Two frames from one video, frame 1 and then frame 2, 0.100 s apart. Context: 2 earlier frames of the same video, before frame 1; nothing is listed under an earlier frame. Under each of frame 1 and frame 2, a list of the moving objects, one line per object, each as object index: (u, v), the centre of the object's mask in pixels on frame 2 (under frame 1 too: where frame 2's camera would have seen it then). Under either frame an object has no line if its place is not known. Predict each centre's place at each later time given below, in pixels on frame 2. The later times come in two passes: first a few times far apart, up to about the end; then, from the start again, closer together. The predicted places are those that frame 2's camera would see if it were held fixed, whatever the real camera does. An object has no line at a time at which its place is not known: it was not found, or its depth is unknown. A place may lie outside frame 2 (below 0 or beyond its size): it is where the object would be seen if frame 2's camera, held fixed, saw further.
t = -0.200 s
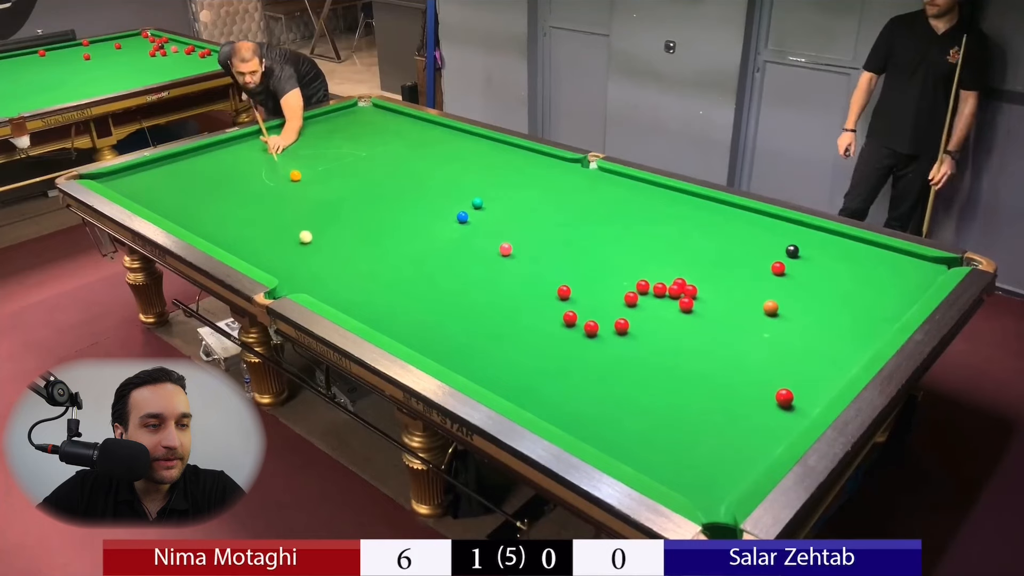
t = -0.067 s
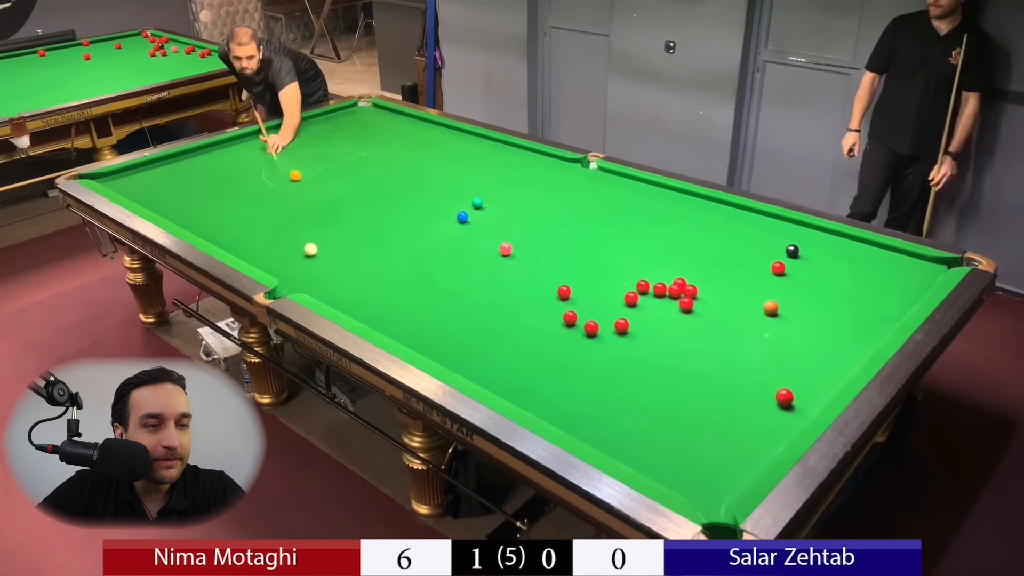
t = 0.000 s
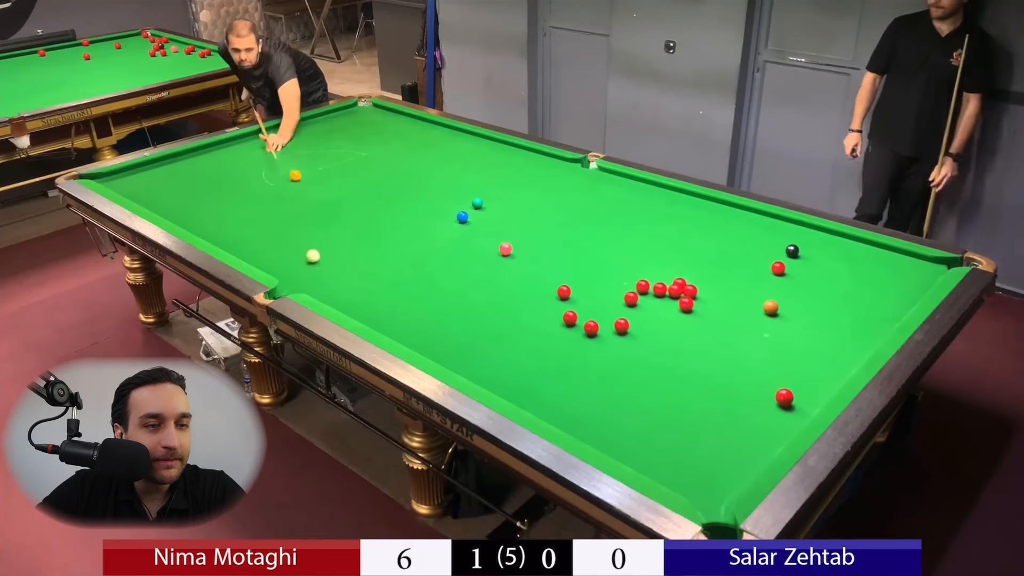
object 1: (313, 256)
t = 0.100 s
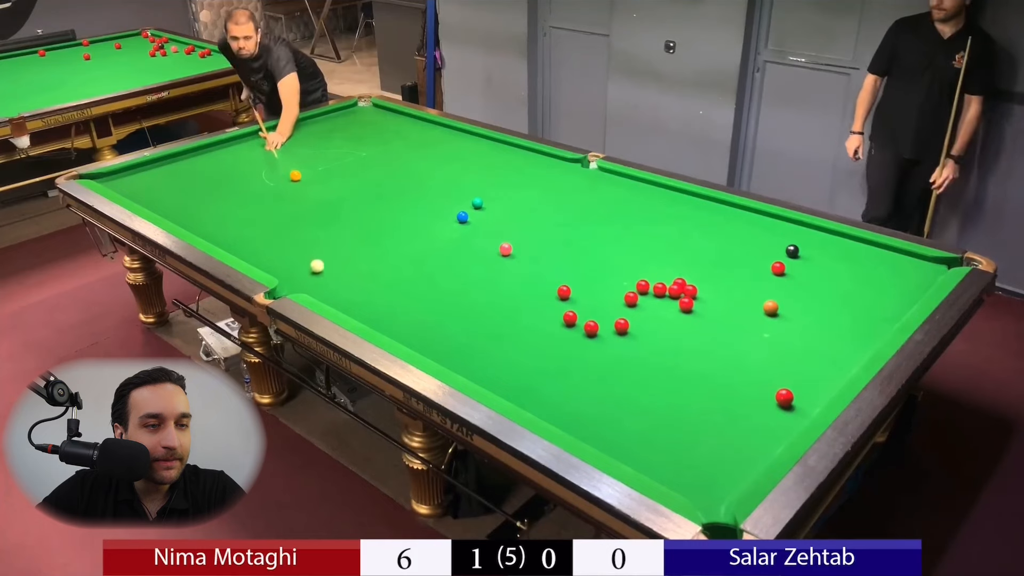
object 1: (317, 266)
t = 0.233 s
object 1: (322, 280)
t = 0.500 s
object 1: (341, 306)
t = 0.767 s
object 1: (384, 317)
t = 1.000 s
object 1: (423, 325)
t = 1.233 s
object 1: (461, 334)
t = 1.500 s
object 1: (506, 343)
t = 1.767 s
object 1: (551, 352)
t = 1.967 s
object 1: (584, 359)
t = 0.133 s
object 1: (318, 270)
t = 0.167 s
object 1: (319, 273)
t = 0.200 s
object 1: (321, 277)
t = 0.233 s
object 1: (322, 280)
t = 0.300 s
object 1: (325, 288)
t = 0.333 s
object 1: (327, 291)
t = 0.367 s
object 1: (329, 295)
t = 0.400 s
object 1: (330, 298)
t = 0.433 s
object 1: (332, 301)
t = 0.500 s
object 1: (341, 306)
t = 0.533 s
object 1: (346, 308)
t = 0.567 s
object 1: (351, 309)
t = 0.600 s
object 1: (357, 311)
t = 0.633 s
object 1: (362, 312)
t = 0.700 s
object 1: (373, 314)
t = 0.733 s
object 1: (378, 316)
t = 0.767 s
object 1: (384, 317)
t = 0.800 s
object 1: (390, 318)
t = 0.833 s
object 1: (395, 319)
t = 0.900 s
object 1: (406, 321)
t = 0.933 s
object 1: (412, 323)
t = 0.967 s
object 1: (417, 324)
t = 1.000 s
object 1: (423, 325)
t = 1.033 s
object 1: (428, 326)
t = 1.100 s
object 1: (439, 329)
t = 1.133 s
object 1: (445, 330)
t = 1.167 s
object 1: (450, 331)
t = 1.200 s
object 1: (456, 332)
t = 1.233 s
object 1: (461, 334)
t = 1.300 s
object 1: (472, 336)
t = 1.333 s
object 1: (478, 337)
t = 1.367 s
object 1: (484, 338)
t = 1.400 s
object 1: (489, 339)
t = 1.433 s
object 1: (495, 340)
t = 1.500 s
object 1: (506, 343)
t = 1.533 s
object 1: (512, 344)
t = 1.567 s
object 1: (517, 345)
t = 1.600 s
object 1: (523, 346)
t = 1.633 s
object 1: (528, 347)
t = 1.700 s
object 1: (539, 350)
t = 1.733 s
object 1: (545, 351)
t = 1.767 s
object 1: (551, 352)
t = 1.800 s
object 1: (556, 353)
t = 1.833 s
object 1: (562, 354)
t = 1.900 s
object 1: (573, 357)
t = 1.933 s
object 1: (578, 358)
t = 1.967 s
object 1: (584, 359)
